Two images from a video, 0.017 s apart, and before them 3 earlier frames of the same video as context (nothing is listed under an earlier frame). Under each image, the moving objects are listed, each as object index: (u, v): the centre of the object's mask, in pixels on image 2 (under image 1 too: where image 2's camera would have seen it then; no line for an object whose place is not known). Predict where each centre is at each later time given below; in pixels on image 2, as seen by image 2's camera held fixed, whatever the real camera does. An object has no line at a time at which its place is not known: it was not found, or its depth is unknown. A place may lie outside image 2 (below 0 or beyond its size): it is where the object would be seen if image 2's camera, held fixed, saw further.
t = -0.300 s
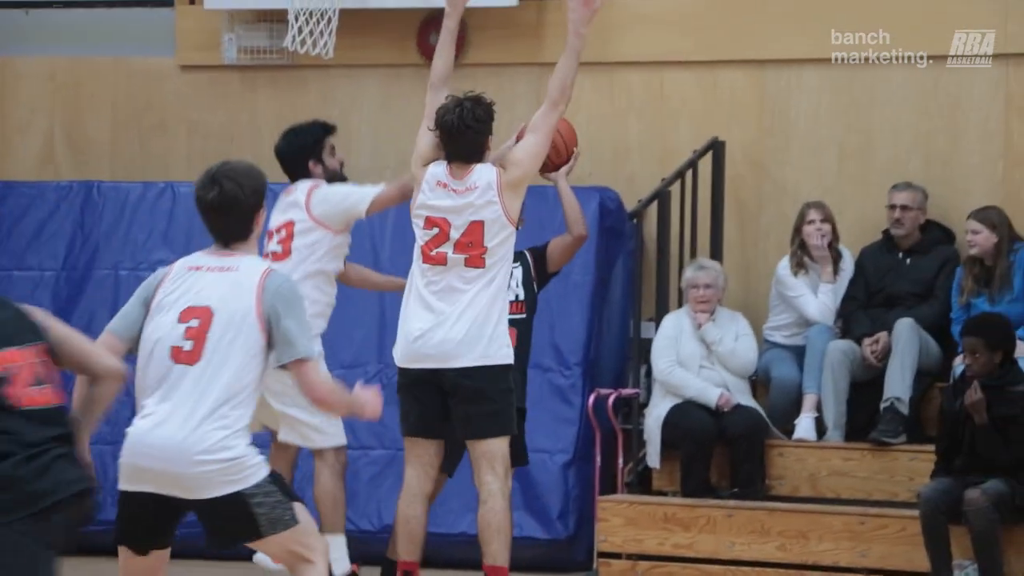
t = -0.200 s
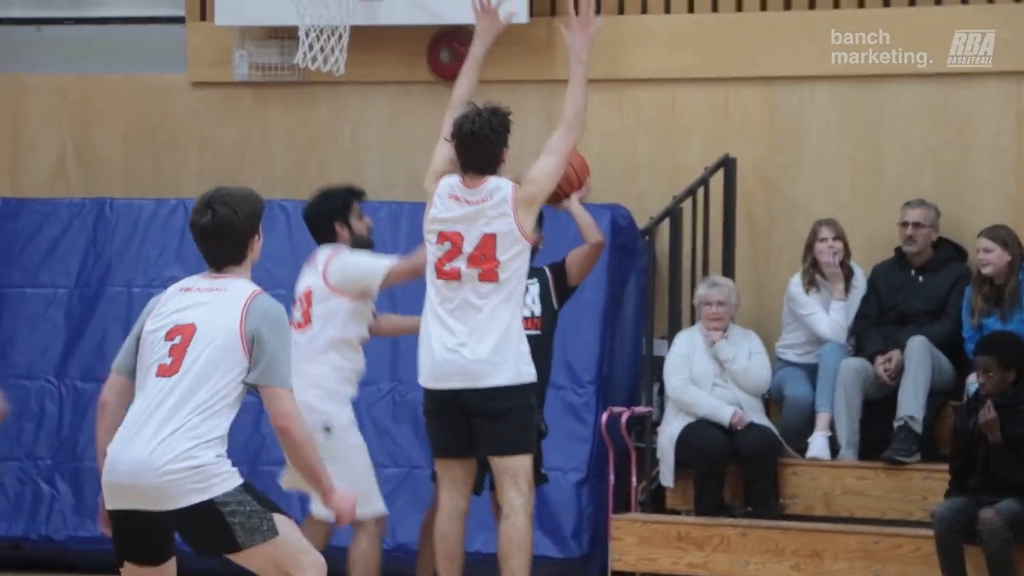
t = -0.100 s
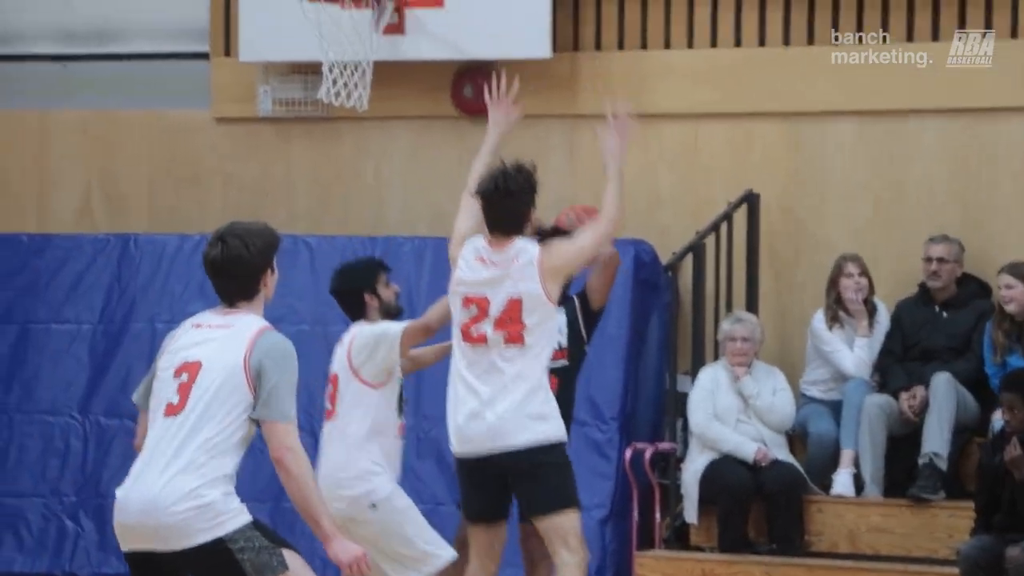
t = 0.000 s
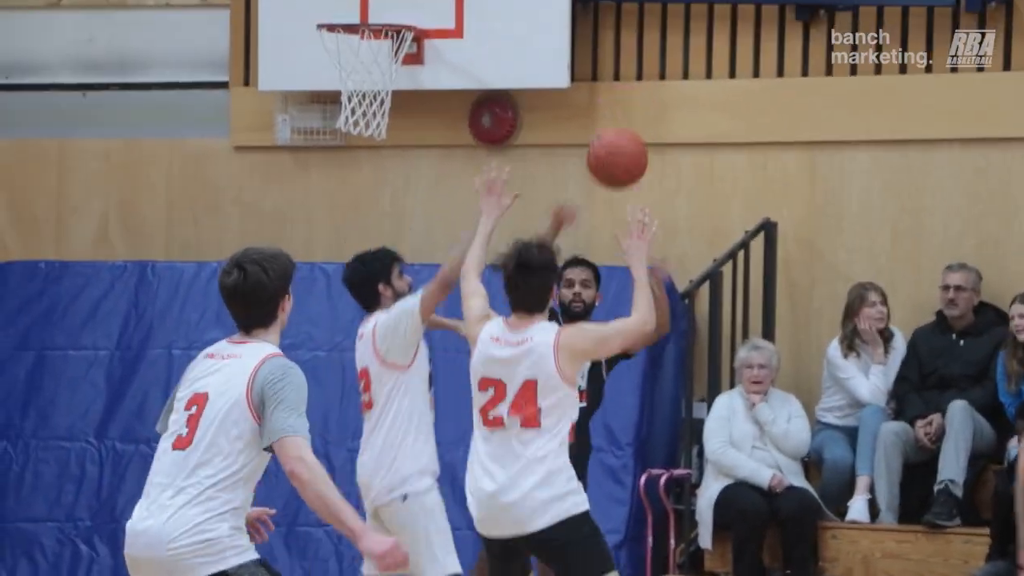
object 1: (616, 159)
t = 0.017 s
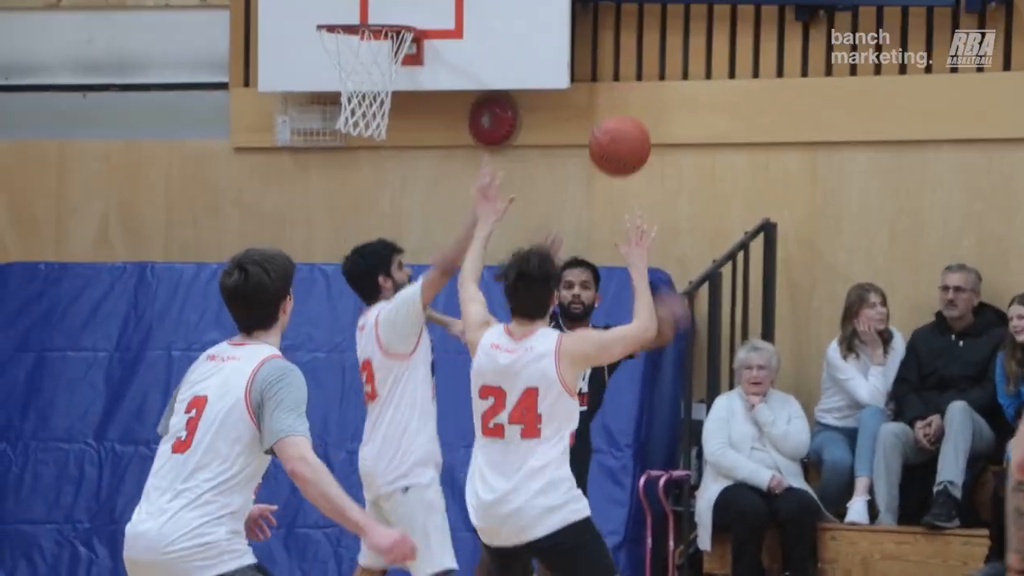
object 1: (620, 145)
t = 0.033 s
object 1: (622, 132)
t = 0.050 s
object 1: (624, 120)
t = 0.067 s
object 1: (628, 108)
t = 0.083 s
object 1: (630, 96)
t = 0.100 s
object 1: (633, 85)
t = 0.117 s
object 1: (636, 75)
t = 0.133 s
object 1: (639, 64)
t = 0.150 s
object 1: (642, 54)
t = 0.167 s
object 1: (644, 45)
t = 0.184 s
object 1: (647, 36)
